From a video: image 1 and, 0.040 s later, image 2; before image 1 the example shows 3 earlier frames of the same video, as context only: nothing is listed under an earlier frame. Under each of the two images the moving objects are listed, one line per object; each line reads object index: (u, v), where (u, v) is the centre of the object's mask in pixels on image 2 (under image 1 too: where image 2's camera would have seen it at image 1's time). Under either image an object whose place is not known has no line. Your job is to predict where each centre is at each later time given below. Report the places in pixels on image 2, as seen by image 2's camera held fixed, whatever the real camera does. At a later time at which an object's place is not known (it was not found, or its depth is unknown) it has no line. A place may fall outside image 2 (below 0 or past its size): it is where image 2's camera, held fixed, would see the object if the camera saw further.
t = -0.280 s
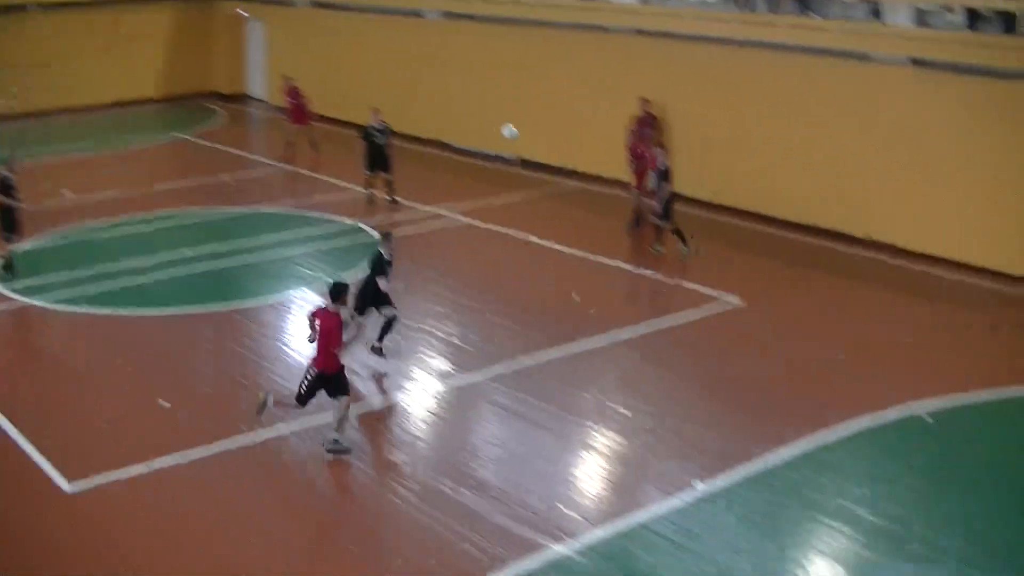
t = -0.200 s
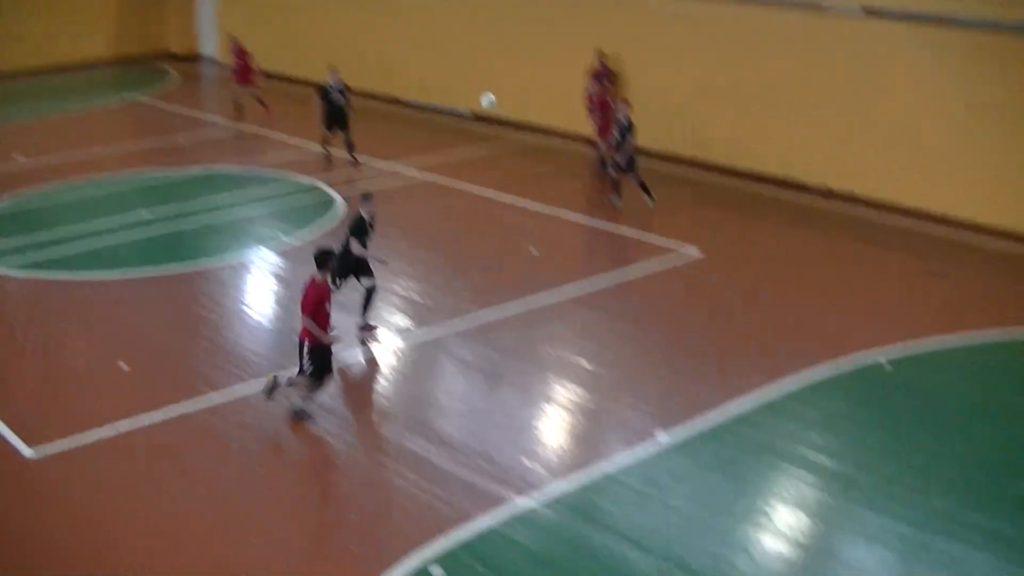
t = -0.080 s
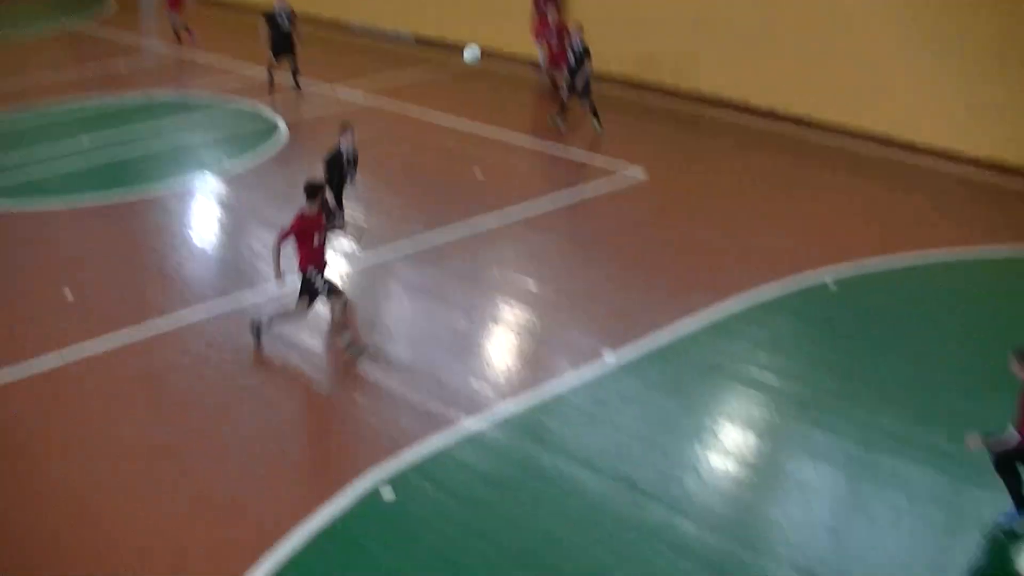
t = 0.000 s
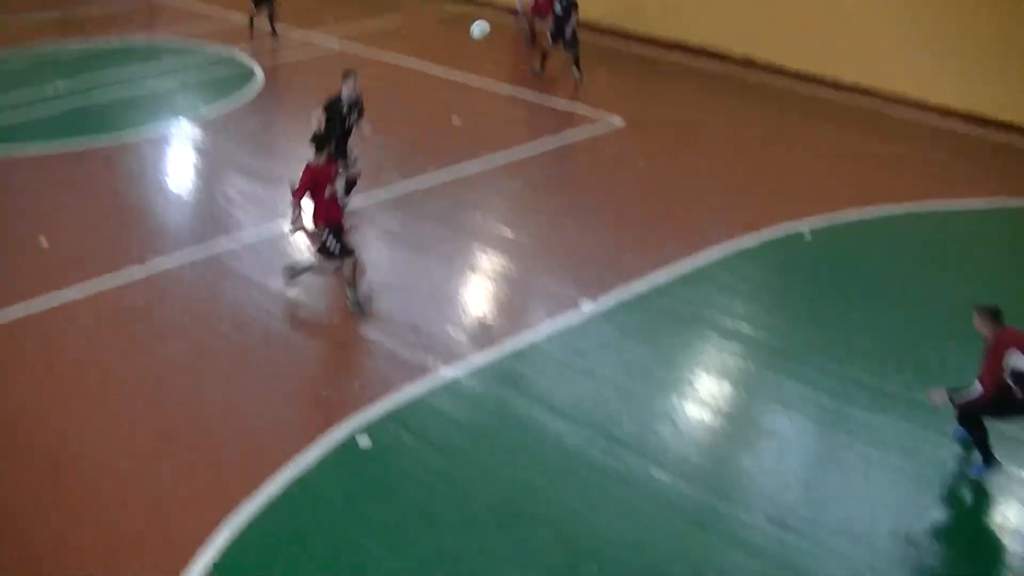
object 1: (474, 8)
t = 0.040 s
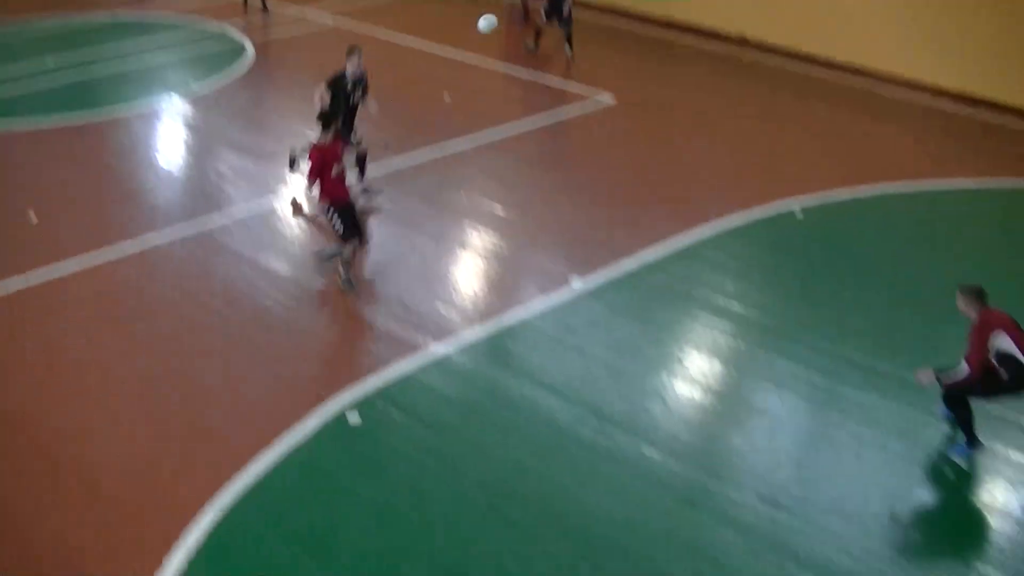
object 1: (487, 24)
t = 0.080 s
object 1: (504, 45)
